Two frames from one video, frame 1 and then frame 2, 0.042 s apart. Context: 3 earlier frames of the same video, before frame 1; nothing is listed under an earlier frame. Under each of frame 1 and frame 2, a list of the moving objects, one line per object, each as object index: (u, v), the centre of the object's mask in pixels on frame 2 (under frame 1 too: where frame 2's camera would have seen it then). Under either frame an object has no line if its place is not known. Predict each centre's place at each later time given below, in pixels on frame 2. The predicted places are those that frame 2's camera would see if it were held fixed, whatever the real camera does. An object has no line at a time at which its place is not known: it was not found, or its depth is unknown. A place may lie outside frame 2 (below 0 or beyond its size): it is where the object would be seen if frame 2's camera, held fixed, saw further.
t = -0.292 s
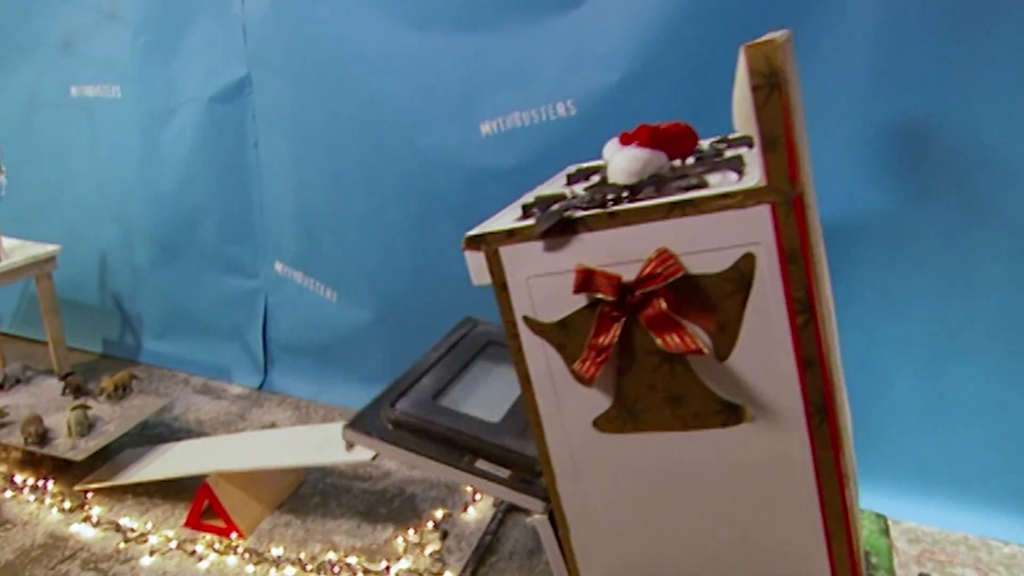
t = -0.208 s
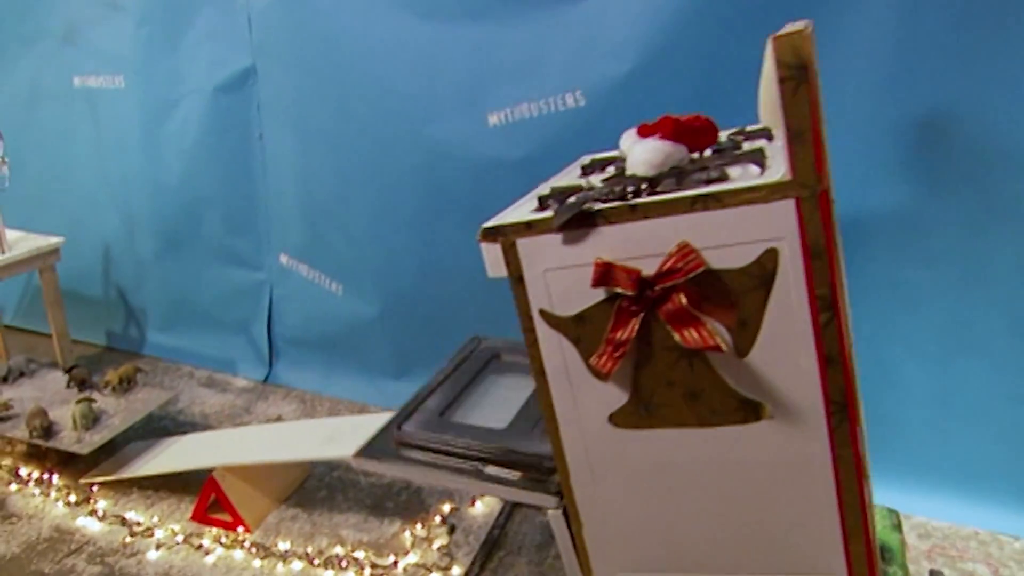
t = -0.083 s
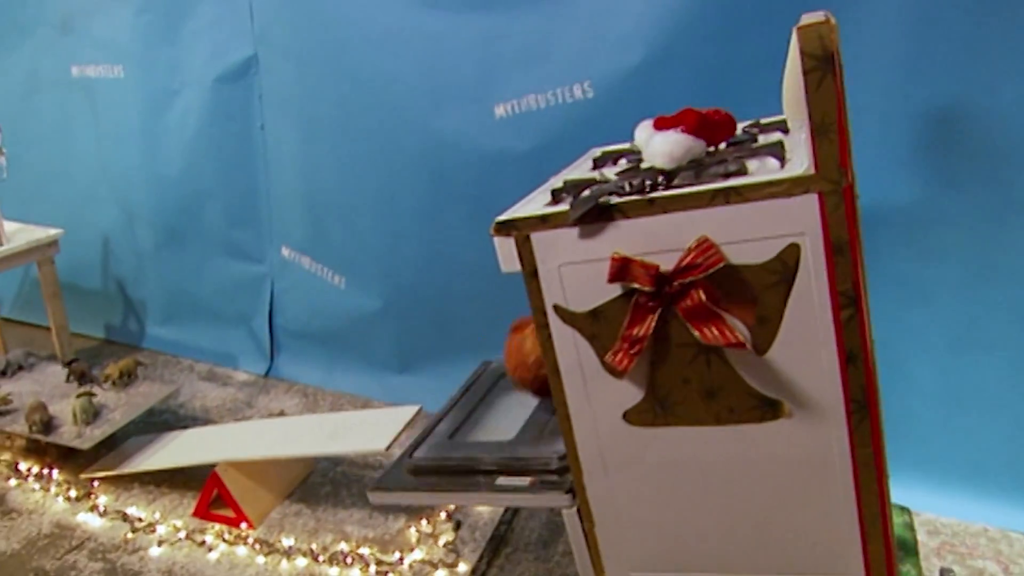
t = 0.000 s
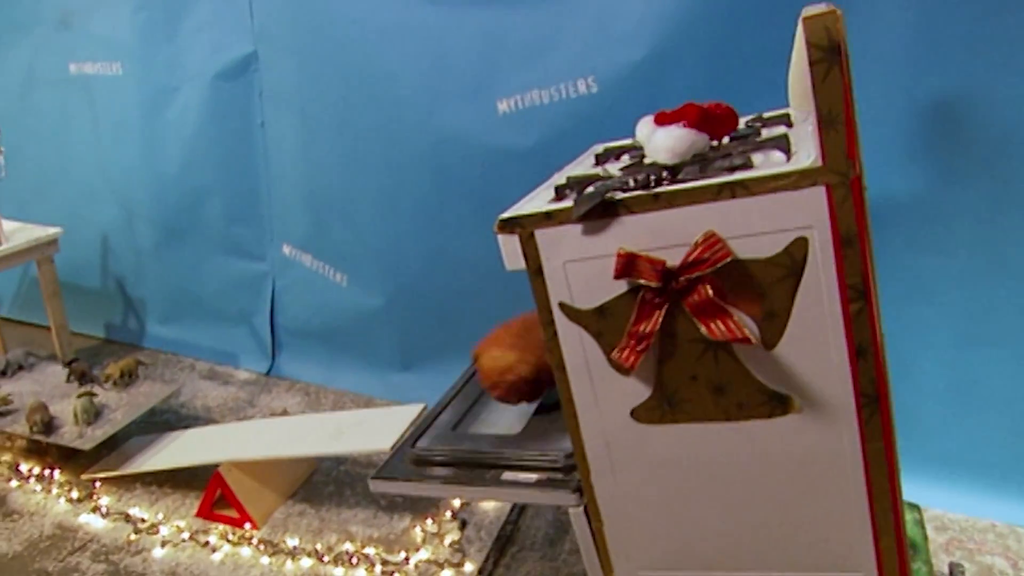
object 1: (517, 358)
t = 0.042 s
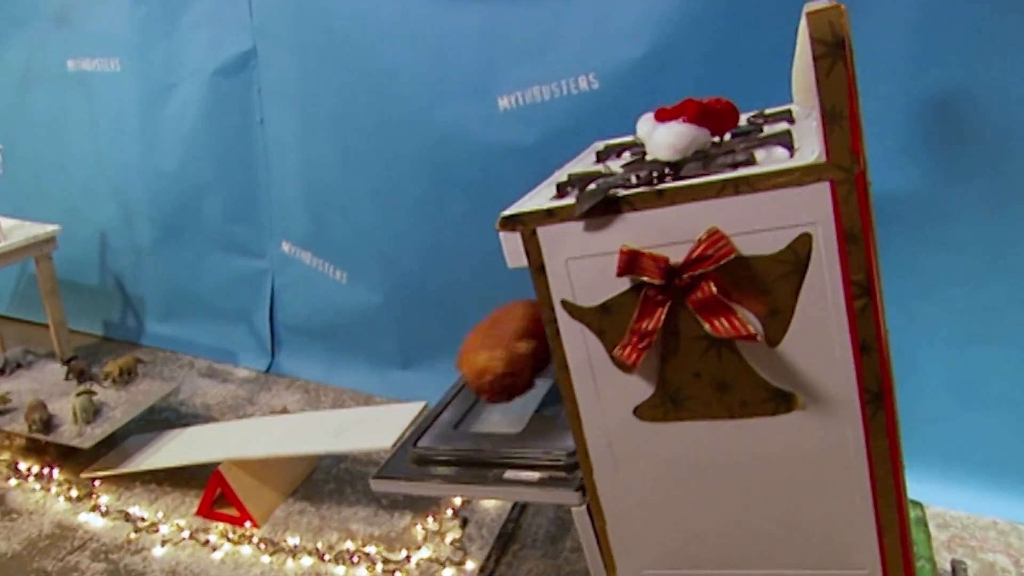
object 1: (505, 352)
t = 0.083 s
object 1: (487, 353)
